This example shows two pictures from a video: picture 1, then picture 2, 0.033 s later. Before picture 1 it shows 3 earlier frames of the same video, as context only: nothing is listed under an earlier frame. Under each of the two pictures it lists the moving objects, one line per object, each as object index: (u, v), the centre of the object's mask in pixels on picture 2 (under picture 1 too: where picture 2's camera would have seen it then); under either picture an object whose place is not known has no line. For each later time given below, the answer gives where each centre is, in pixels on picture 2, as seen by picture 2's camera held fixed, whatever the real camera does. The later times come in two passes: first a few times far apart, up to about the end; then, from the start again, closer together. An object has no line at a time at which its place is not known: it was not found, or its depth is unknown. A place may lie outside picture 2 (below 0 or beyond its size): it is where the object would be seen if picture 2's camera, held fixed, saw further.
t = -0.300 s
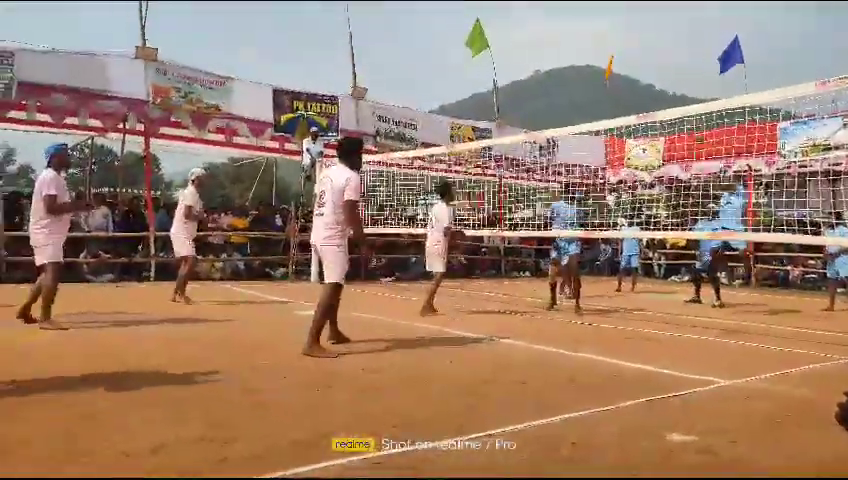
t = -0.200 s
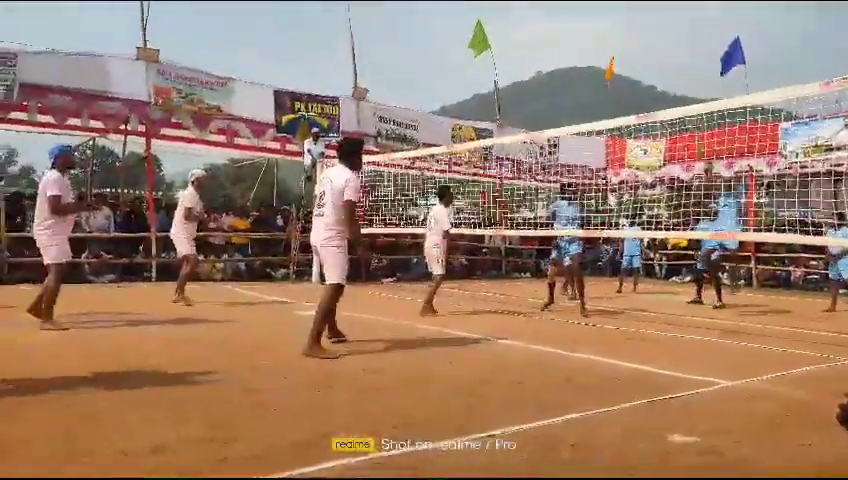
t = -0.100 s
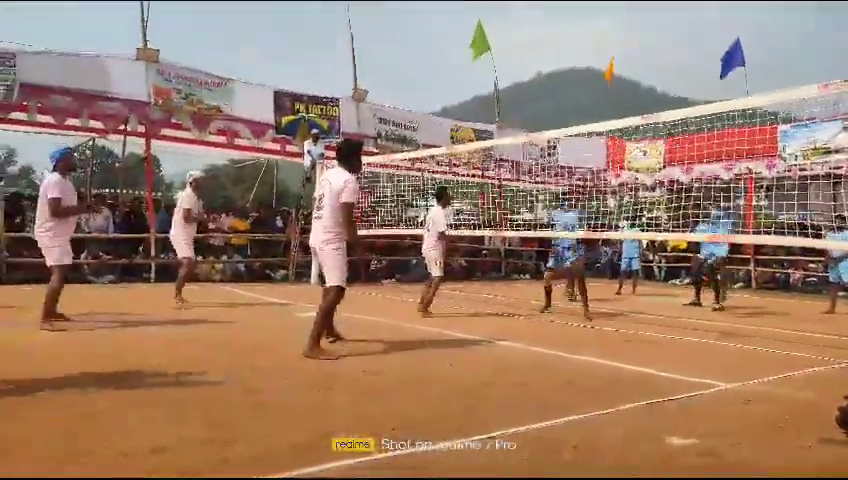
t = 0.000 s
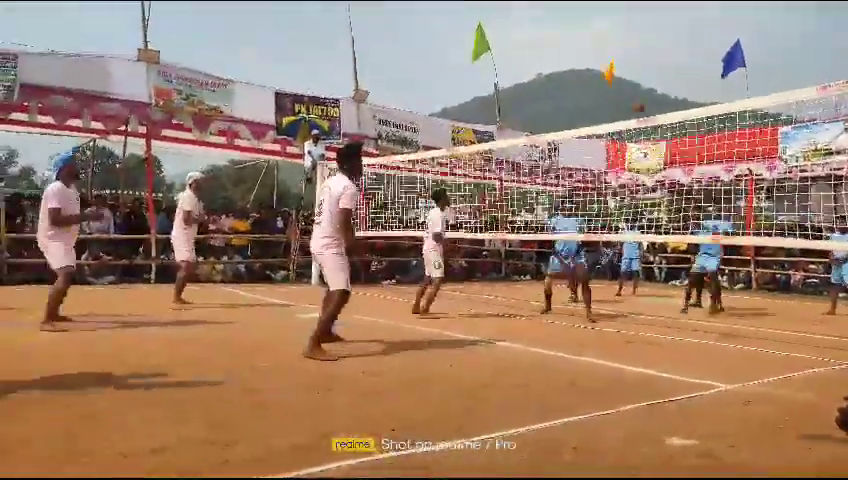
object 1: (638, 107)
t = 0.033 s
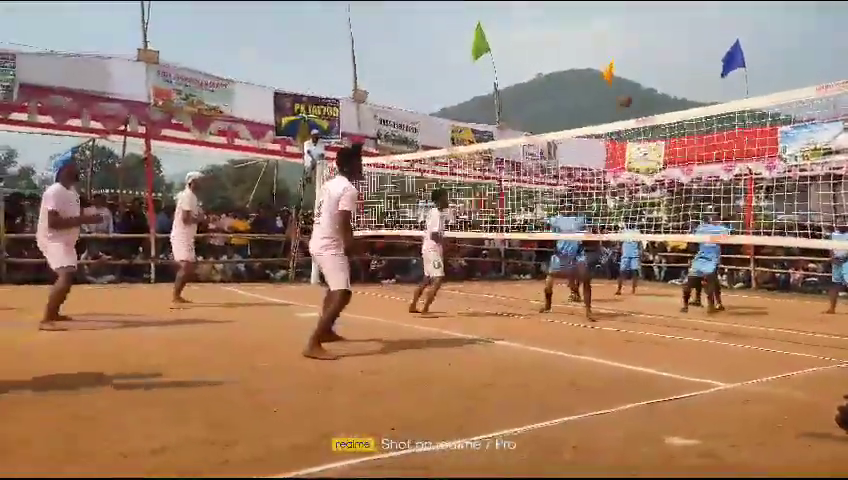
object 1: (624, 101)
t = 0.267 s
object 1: (507, 71)
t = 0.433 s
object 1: (374, 82)
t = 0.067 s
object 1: (612, 94)
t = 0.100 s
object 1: (599, 90)
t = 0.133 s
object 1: (583, 84)
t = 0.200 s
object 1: (548, 76)
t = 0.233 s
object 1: (528, 72)
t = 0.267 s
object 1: (507, 71)
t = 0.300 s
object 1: (486, 70)
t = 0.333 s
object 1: (460, 71)
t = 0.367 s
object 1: (434, 73)
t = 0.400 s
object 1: (405, 77)
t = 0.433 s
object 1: (374, 82)
